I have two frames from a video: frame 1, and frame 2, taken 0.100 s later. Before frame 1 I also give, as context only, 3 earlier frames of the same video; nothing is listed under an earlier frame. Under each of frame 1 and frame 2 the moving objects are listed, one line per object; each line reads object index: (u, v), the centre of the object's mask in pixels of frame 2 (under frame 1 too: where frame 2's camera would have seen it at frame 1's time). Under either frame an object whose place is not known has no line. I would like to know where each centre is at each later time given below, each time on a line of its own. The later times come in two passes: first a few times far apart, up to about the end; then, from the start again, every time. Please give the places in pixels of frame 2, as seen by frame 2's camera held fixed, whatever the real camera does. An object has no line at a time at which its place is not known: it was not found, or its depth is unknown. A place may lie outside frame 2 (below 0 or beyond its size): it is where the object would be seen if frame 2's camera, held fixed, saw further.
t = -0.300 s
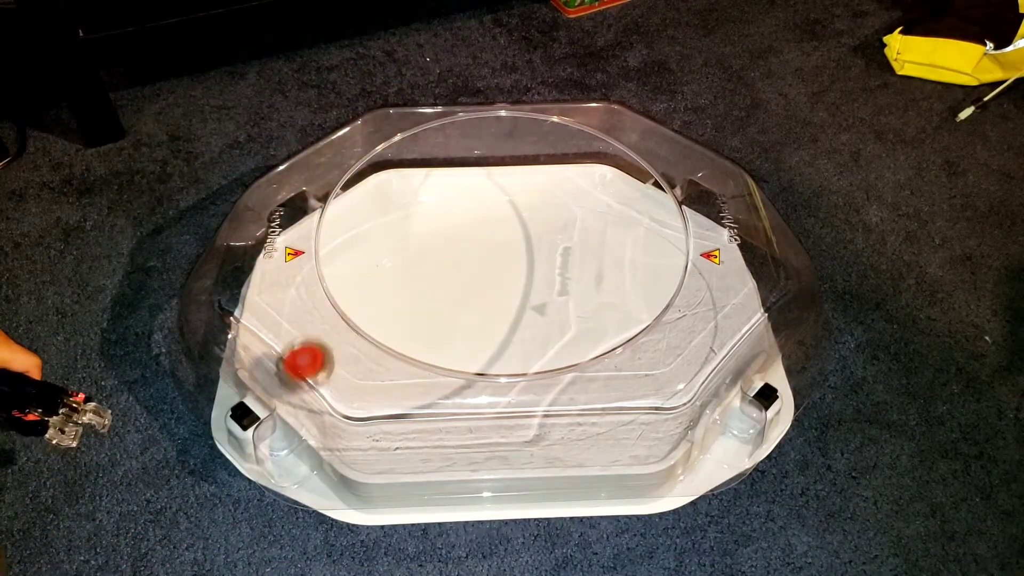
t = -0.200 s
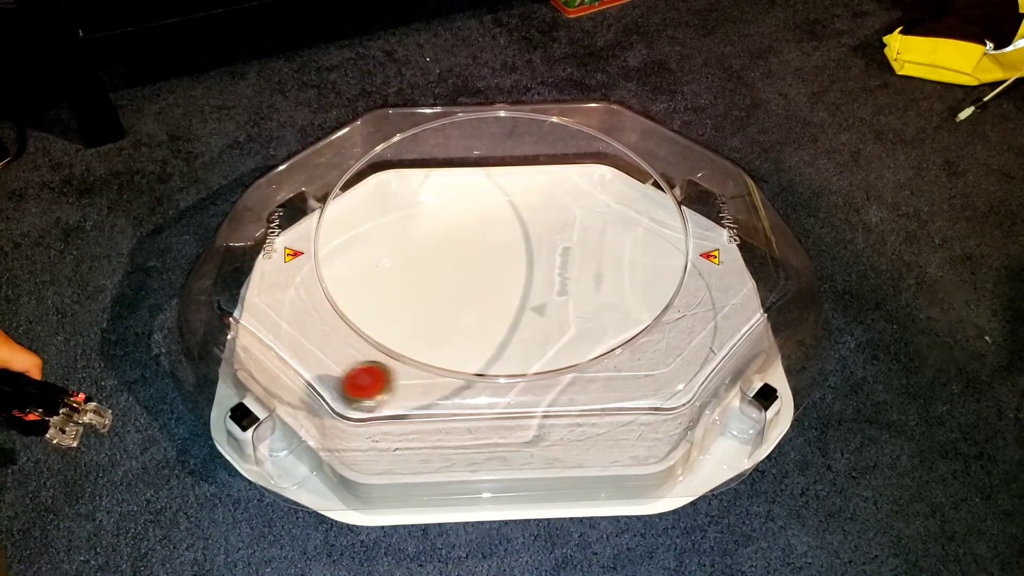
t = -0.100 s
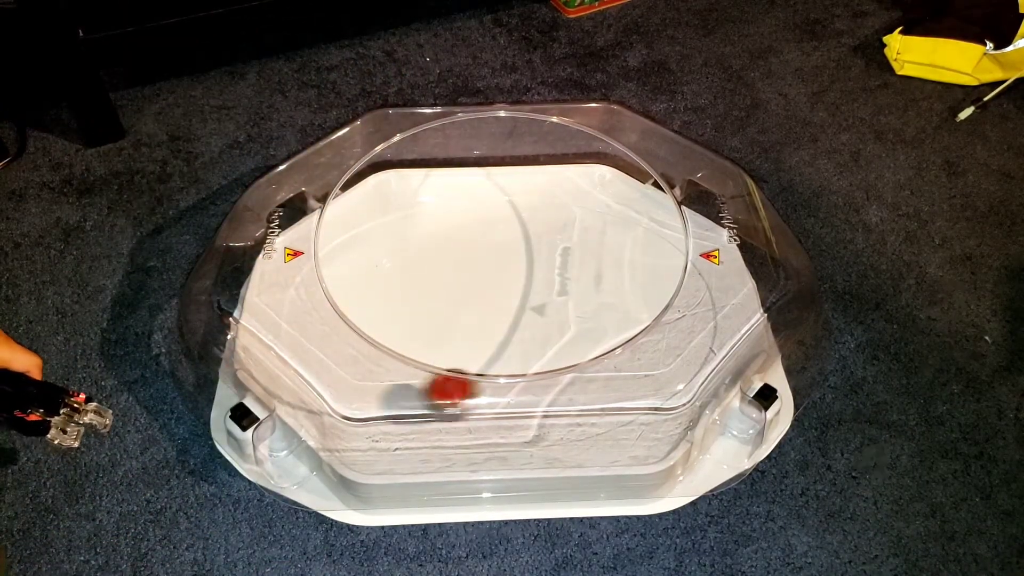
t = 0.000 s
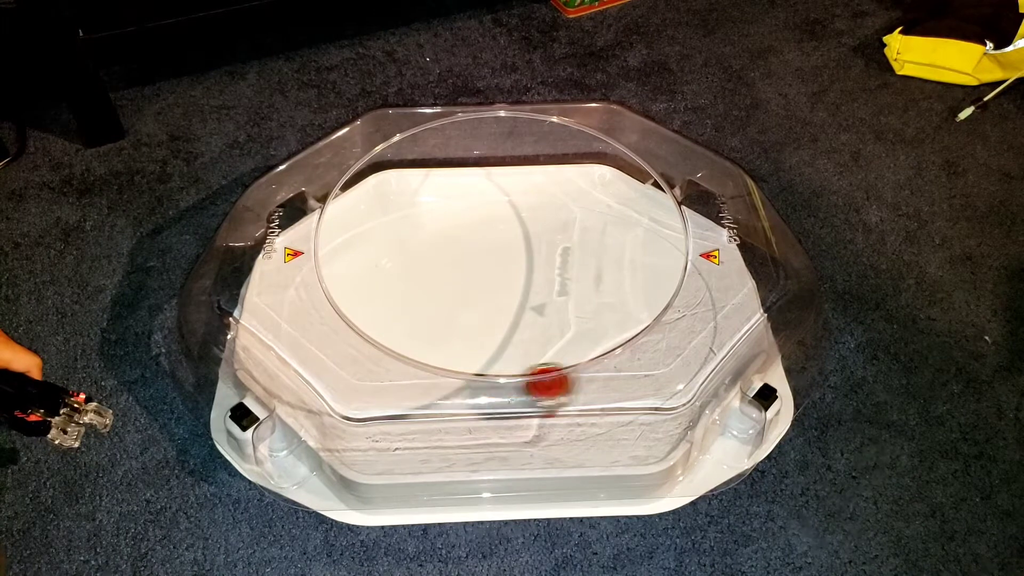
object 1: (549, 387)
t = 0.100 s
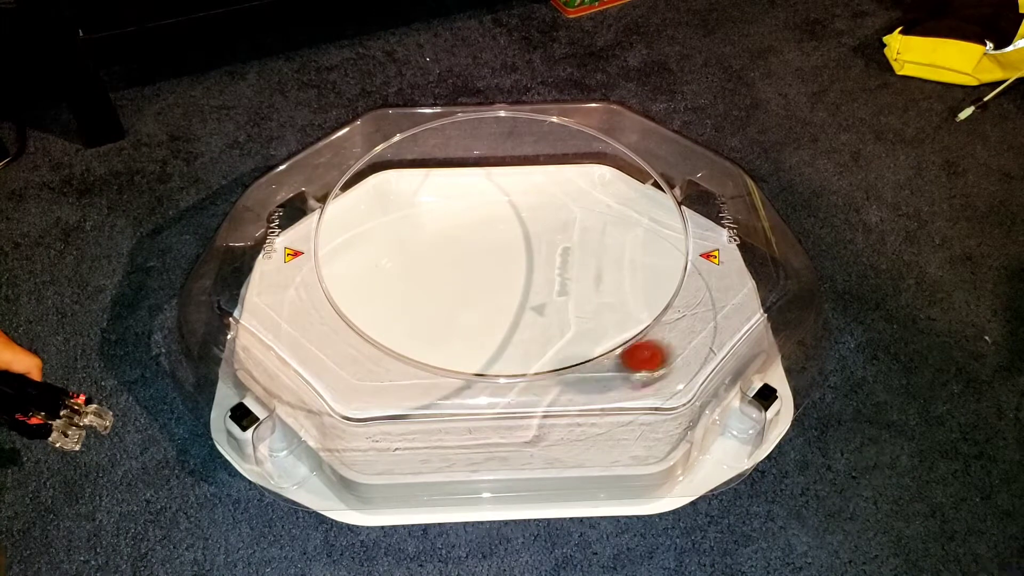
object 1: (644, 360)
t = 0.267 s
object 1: (710, 277)
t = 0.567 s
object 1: (548, 190)
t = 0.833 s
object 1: (342, 266)
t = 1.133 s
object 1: (375, 395)
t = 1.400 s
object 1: (602, 386)
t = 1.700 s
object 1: (676, 227)
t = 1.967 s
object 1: (517, 188)
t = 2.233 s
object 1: (316, 253)
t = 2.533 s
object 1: (364, 396)
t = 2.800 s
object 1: (590, 385)
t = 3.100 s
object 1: (673, 226)
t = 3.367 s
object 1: (504, 184)
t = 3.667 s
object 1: (328, 291)
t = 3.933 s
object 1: (390, 401)
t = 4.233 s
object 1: (645, 362)
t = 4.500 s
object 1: (676, 223)
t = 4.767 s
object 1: (530, 197)
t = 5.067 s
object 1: (353, 282)
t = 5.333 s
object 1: (373, 378)
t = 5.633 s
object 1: (587, 378)
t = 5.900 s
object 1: (650, 256)
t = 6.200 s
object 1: (537, 204)
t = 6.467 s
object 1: (398, 248)
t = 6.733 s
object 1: (390, 358)
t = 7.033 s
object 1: (578, 380)
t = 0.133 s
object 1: (671, 346)
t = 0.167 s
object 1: (692, 330)
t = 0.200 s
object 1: (710, 311)
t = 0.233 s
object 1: (718, 294)
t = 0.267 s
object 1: (710, 277)
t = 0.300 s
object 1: (699, 258)
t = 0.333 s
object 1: (685, 243)
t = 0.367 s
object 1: (668, 230)
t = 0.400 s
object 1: (653, 218)
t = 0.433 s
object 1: (635, 208)
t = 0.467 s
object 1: (615, 200)
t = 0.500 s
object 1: (594, 194)
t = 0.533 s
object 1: (572, 191)
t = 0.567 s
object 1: (548, 190)
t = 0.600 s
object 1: (524, 192)
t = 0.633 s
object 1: (498, 195)
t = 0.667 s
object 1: (471, 201)
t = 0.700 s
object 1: (444, 209)
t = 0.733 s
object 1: (417, 220)
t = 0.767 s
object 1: (390, 233)
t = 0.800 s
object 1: (365, 249)
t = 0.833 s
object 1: (342, 266)
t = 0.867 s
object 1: (321, 283)
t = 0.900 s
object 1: (304, 304)
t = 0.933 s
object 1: (291, 325)
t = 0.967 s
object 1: (287, 345)
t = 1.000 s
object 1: (300, 357)
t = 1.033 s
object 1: (315, 372)
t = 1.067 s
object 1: (332, 383)
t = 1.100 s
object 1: (354, 392)
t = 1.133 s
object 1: (375, 395)
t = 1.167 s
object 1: (399, 403)
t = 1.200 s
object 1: (424, 407)
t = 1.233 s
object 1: (450, 410)
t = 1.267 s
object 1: (479, 411)
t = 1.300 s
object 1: (510, 411)
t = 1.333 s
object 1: (541, 408)
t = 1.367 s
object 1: (573, 399)
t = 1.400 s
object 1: (602, 386)
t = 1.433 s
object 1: (628, 374)
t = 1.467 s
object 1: (650, 358)
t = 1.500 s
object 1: (668, 338)
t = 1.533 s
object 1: (680, 319)
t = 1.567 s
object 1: (688, 298)
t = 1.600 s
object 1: (691, 279)
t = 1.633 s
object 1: (689, 259)
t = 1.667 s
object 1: (685, 241)
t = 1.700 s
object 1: (676, 227)
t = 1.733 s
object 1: (665, 213)
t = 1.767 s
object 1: (647, 205)
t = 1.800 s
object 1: (628, 199)
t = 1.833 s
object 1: (608, 194)
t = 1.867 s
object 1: (587, 191)
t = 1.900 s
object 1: (565, 188)
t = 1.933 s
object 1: (542, 187)
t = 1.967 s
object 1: (517, 188)
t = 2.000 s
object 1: (491, 189)
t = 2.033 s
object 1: (464, 192)
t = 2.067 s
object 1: (437, 198)
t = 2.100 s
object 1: (411, 205)
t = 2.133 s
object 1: (384, 213)
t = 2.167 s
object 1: (360, 224)
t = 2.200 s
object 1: (338, 238)
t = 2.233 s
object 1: (316, 253)
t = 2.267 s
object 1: (298, 272)
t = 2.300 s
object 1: (282, 288)
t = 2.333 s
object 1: (281, 307)
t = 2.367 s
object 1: (287, 323)
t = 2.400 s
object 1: (298, 340)
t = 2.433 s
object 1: (309, 357)
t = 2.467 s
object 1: (324, 373)
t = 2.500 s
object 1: (344, 386)
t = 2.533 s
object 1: (364, 396)
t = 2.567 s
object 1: (389, 403)
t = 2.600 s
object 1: (414, 409)
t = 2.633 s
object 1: (439, 413)
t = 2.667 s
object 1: (467, 412)
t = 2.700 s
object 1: (495, 411)
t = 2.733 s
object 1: (527, 406)
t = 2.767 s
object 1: (558, 397)
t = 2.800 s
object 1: (590, 385)
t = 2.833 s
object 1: (619, 372)
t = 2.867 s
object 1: (643, 354)
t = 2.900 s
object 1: (666, 335)
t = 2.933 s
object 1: (682, 315)
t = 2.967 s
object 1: (693, 293)
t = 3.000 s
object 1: (700, 272)
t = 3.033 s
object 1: (703, 251)
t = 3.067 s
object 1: (692, 236)
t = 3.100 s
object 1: (673, 226)
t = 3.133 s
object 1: (654, 216)
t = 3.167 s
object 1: (636, 206)
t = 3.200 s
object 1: (616, 198)
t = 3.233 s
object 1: (595, 192)
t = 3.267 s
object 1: (573, 187)
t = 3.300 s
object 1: (550, 184)
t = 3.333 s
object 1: (527, 183)
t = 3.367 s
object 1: (504, 184)
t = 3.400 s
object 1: (481, 188)
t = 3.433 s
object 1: (457, 193)
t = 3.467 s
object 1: (434, 201)
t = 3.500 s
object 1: (412, 211)
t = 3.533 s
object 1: (391, 223)
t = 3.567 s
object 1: (372, 238)
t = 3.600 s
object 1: (355, 254)
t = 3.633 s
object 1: (341, 273)
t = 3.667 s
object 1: (328, 291)
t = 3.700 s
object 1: (321, 312)
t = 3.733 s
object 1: (317, 331)
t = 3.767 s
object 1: (319, 349)
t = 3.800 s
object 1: (325, 364)
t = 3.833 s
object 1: (334, 379)
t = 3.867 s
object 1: (347, 392)
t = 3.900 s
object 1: (368, 396)
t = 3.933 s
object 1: (390, 401)
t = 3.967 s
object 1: (415, 405)
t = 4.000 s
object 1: (442, 406)
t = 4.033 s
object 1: (471, 406)
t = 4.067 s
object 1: (502, 405)
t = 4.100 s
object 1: (533, 402)
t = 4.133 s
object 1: (563, 396)
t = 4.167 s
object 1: (593, 387)
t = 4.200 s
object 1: (621, 375)
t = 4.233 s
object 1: (645, 362)
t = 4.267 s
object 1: (667, 346)
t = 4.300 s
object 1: (683, 328)
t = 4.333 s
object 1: (692, 309)
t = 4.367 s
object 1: (698, 290)
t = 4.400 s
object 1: (698, 271)
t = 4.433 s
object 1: (692, 252)
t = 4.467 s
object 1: (688, 237)
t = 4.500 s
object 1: (676, 223)
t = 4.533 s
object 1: (660, 213)
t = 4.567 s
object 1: (645, 205)
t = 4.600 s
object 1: (627, 200)
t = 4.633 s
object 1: (609, 196)
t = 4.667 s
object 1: (591, 194)
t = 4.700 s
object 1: (572, 194)
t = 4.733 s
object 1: (551, 195)
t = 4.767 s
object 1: (530, 197)
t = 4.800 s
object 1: (507, 201)
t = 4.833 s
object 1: (485, 206)
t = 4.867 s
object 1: (462, 213)
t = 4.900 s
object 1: (441, 221)
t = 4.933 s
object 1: (420, 230)
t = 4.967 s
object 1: (400, 241)
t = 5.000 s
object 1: (384, 252)
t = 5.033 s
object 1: (368, 266)
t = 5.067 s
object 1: (353, 282)
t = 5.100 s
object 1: (343, 296)
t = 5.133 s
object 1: (337, 311)
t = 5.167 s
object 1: (334, 326)
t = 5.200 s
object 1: (335, 338)
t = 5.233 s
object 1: (340, 351)
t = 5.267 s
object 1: (349, 361)
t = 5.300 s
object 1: (360, 370)
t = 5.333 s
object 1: (373, 378)
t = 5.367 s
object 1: (389, 386)
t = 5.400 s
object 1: (410, 394)
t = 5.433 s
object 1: (431, 397)
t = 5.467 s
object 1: (454, 400)
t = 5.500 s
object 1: (480, 402)
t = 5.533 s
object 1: (509, 401)
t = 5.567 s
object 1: (536, 396)
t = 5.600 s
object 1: (562, 387)
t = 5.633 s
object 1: (587, 378)
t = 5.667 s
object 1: (608, 365)
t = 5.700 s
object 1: (627, 349)
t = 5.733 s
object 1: (639, 333)
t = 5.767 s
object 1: (649, 316)
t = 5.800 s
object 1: (655, 299)
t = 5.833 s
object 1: (656, 284)
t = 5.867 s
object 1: (655, 269)
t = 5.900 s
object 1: (650, 256)
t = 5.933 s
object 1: (642, 244)
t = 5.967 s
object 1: (633, 234)
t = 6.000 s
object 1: (623, 225)
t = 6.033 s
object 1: (611, 218)
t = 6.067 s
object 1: (599, 213)
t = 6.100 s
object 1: (585, 209)
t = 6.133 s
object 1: (571, 206)
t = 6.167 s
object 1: (555, 204)
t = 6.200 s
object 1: (537, 204)
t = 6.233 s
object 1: (520, 204)
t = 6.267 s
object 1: (501, 206)
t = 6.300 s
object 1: (482, 208)
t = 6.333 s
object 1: (465, 213)
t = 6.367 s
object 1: (446, 219)
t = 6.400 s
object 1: (429, 227)
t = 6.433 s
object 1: (413, 236)
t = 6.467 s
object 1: (398, 248)
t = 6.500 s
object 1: (386, 261)
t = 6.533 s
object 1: (376, 276)
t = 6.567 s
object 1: (369, 290)
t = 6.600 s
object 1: (366, 306)
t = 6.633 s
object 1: (367, 319)
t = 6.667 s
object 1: (371, 333)
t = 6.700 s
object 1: (378, 346)
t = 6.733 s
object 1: (390, 358)
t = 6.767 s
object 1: (403, 368)
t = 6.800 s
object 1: (418, 377)
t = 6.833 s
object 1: (436, 383)
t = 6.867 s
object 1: (455, 389)
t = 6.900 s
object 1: (478, 391)
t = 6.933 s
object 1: (500, 392)
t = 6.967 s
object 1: (526, 390)
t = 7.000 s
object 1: (553, 387)
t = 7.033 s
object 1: (578, 380)
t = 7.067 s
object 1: (604, 373)
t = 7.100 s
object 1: (627, 364)
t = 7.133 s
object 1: (648, 351)
